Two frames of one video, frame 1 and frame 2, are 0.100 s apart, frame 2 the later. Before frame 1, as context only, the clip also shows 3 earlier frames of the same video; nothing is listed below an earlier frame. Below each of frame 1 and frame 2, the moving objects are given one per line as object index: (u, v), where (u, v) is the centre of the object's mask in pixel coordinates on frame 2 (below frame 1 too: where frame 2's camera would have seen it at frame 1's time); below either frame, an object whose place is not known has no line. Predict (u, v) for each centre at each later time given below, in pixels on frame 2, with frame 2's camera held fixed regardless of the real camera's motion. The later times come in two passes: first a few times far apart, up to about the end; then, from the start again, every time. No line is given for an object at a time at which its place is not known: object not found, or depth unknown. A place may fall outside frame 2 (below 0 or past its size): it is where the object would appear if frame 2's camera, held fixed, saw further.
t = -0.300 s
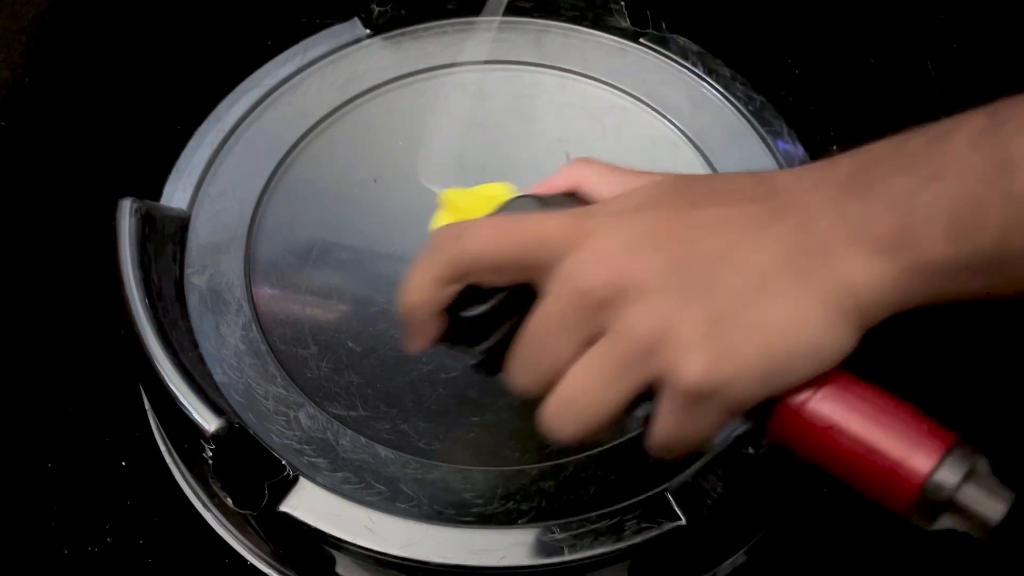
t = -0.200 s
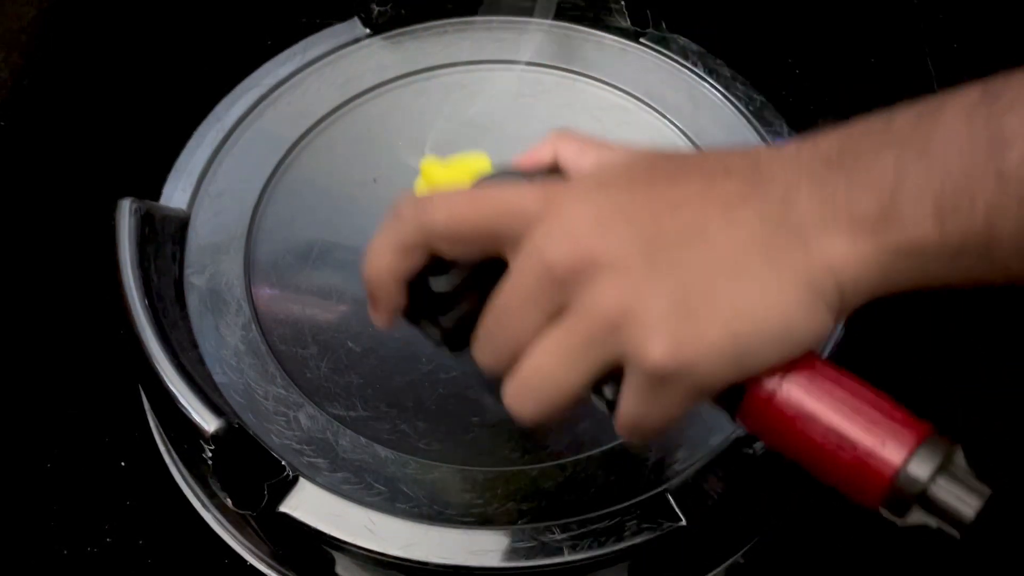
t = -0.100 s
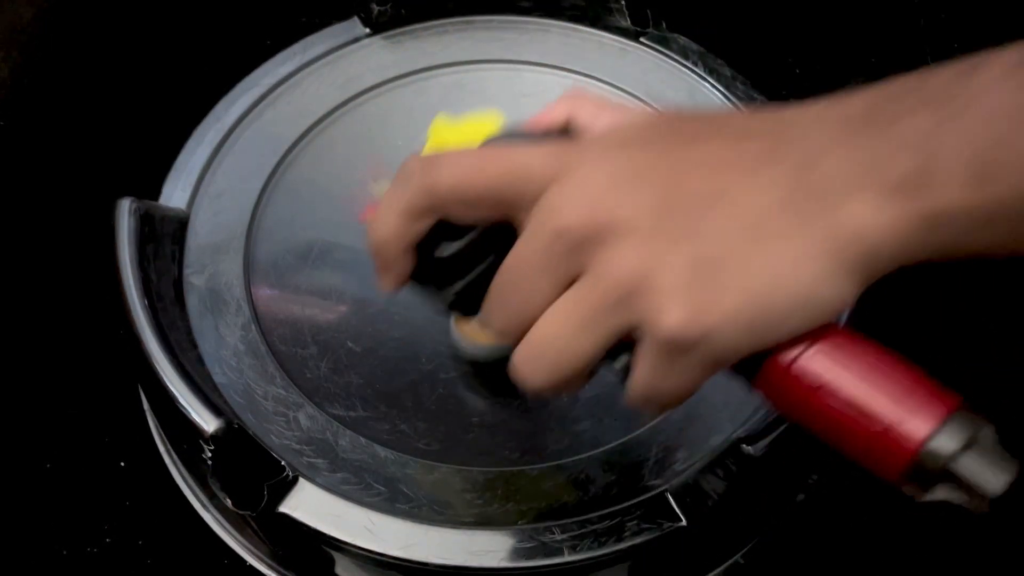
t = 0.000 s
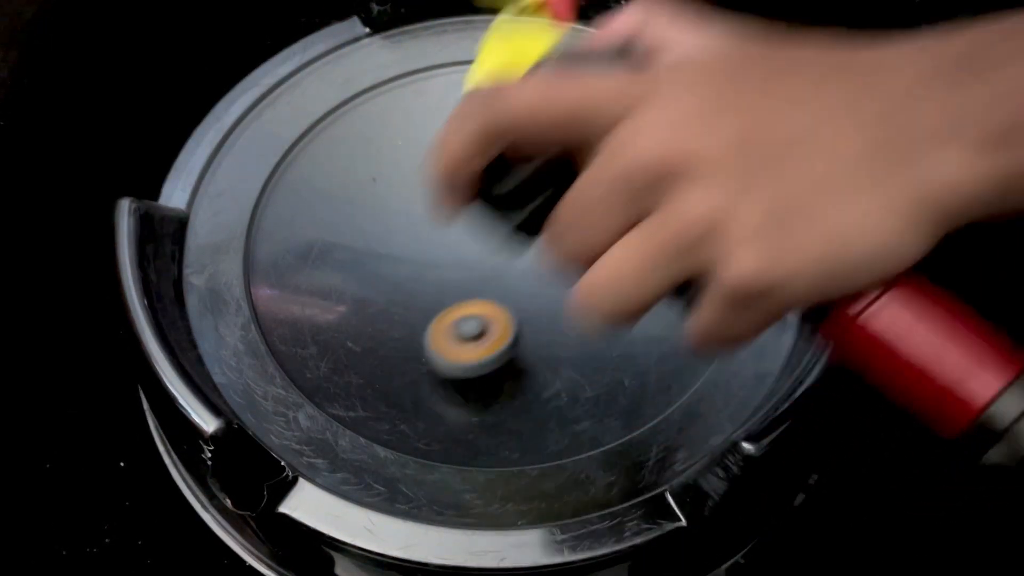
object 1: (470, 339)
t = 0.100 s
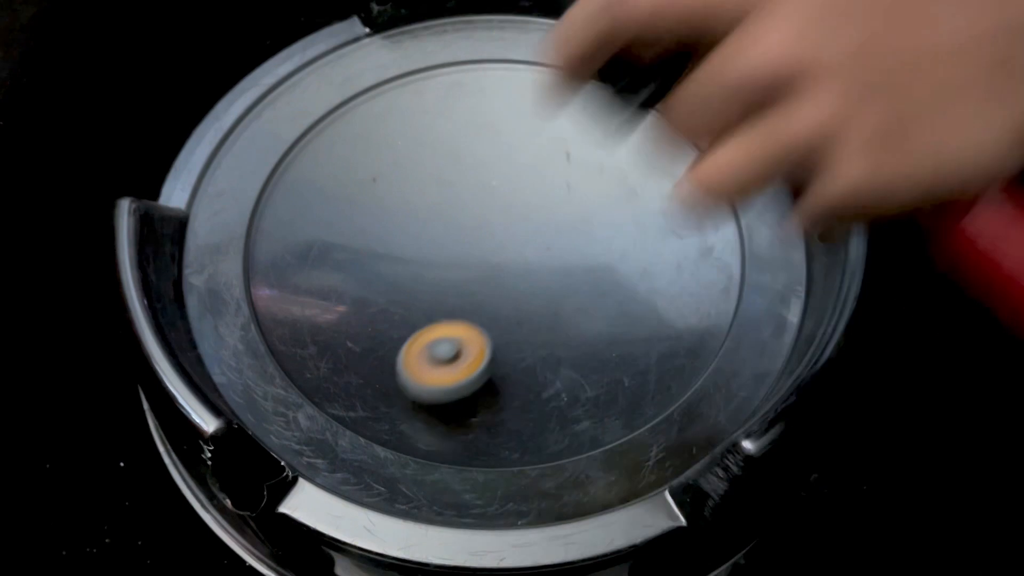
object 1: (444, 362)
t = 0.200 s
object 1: (430, 390)
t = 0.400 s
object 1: (452, 418)
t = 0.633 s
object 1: (475, 377)
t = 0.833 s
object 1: (435, 326)
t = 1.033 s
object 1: (368, 305)
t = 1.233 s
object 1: (330, 305)
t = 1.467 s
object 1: (342, 302)
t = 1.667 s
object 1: (366, 269)
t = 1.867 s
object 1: (389, 229)
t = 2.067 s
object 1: (381, 185)
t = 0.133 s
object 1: (437, 371)
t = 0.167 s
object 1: (433, 381)
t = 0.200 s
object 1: (430, 390)
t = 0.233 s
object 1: (430, 398)
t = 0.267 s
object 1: (431, 405)
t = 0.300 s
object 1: (435, 411)
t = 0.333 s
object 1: (440, 416)
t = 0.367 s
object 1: (446, 418)
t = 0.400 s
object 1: (452, 418)
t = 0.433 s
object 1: (458, 416)
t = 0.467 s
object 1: (464, 413)
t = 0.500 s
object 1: (469, 408)
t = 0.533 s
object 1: (473, 402)
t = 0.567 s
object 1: (475, 395)
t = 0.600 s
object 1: (476, 386)
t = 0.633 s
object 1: (475, 377)
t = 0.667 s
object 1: (472, 368)
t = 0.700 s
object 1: (468, 359)
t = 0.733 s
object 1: (462, 349)
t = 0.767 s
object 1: (454, 340)
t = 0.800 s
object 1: (445, 333)
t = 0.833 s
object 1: (435, 326)
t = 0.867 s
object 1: (424, 320)
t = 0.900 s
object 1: (412, 315)
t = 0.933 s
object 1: (401, 311)
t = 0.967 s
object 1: (389, 308)
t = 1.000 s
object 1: (379, 306)
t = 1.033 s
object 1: (368, 305)
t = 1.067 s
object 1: (358, 303)
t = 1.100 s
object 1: (350, 303)
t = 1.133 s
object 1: (342, 303)
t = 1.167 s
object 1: (337, 304)
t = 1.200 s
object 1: (333, 304)
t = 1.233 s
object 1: (330, 305)
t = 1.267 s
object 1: (328, 306)
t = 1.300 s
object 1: (328, 307)
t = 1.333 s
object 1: (329, 307)
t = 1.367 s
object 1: (331, 307)
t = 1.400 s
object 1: (334, 306)
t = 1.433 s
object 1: (338, 304)
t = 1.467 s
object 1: (342, 302)
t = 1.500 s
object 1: (346, 298)
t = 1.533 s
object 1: (351, 294)
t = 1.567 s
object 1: (355, 289)
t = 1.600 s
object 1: (359, 283)
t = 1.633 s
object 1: (363, 276)
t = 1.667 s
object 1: (366, 269)
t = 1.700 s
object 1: (368, 261)
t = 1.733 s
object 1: (372, 255)
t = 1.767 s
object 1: (376, 249)
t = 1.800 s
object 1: (381, 243)
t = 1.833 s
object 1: (386, 237)
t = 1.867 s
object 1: (389, 229)
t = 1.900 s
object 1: (390, 221)
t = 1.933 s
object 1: (390, 212)
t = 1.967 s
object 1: (389, 205)
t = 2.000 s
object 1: (387, 198)
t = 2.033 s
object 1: (384, 191)
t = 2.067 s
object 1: (381, 185)
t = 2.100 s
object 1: (378, 179)
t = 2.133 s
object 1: (375, 175)
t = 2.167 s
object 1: (372, 171)
